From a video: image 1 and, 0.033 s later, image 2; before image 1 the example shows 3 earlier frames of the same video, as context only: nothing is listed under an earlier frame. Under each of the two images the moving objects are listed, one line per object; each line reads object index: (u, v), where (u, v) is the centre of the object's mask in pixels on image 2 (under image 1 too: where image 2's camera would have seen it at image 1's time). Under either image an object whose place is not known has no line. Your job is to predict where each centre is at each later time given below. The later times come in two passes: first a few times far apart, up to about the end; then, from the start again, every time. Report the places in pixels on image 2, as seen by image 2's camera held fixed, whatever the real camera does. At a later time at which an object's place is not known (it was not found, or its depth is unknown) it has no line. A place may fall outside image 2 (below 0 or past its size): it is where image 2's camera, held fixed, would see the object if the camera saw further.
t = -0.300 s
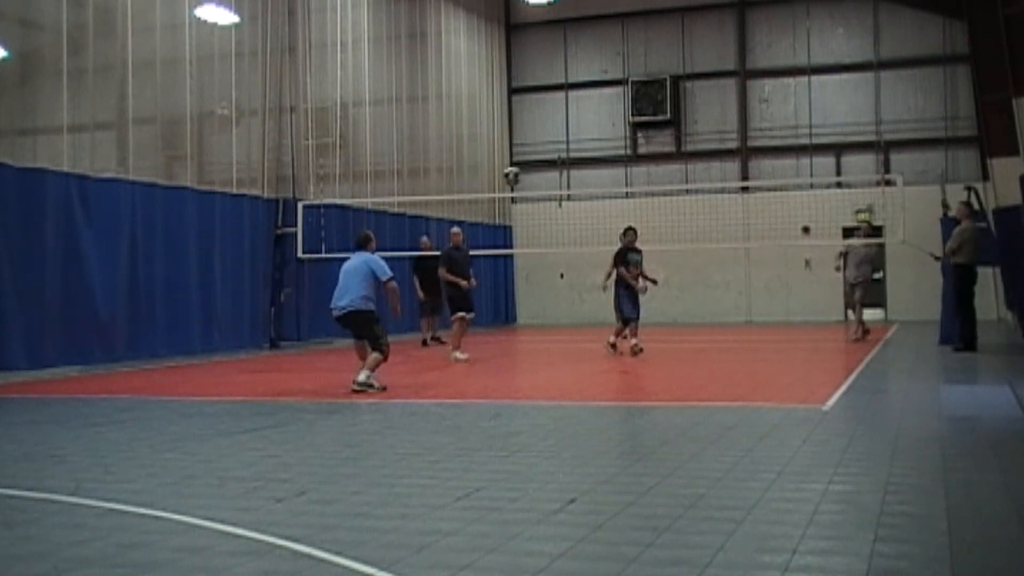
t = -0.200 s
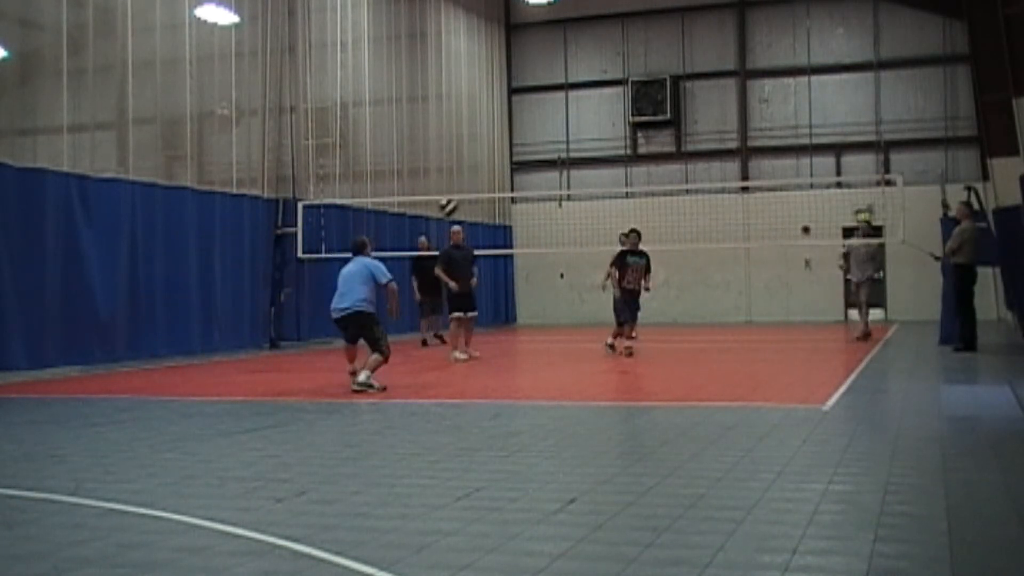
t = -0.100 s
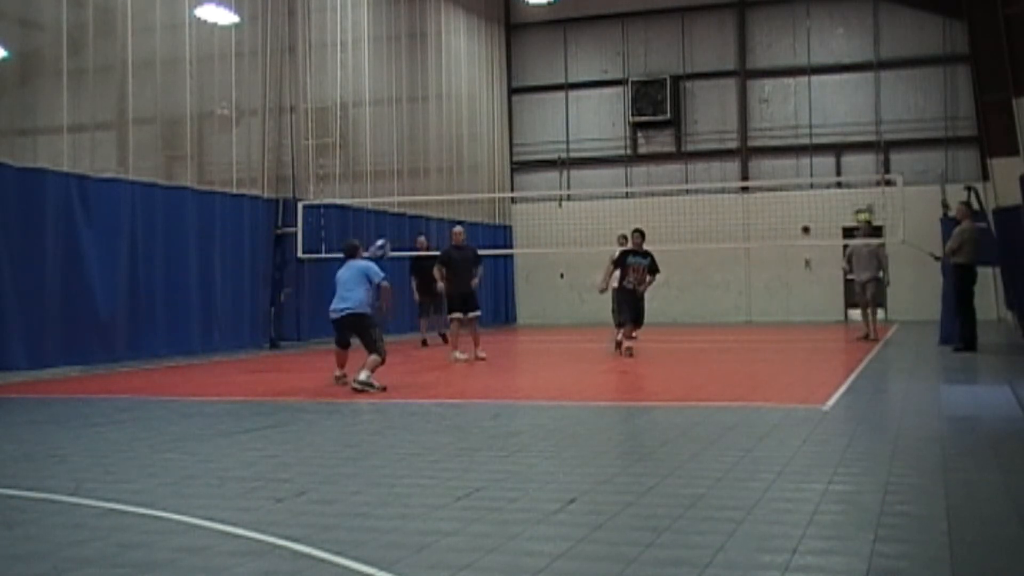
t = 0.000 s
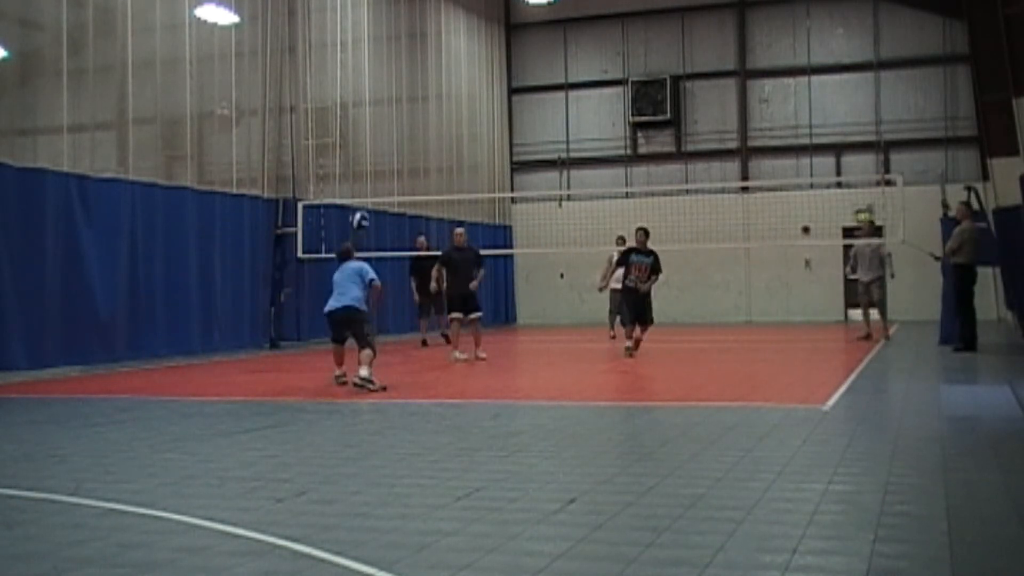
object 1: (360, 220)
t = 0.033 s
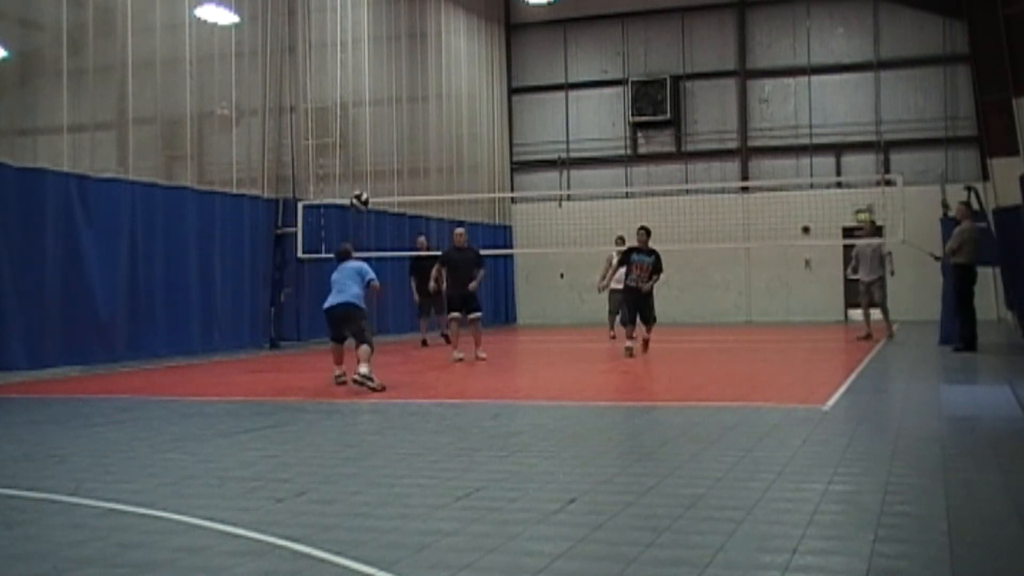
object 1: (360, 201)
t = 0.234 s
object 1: (362, 108)
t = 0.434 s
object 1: (364, 56)
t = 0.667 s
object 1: (368, 42)
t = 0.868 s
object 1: (372, 69)
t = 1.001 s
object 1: (374, 105)
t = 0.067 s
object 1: (360, 183)
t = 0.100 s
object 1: (360, 164)
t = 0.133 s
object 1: (361, 149)
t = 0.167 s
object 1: (361, 134)
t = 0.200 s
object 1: (361, 120)
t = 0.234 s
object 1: (362, 108)
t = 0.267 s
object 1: (362, 96)
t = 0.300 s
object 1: (362, 86)
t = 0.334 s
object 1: (363, 77)
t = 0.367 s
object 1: (363, 69)
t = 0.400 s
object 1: (363, 62)
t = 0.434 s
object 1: (364, 56)
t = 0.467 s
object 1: (365, 51)
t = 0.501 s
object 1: (365, 47)
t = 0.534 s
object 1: (365, 45)
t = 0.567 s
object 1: (367, 43)
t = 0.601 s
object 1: (366, 41)
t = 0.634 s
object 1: (367, 41)
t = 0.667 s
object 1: (368, 42)
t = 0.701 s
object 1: (369, 45)
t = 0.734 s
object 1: (369, 47)
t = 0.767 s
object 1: (370, 51)
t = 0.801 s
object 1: (370, 56)
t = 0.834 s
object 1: (371, 62)
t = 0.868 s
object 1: (372, 69)
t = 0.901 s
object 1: (372, 77)
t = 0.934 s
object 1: (373, 85)
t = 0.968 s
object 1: (373, 95)
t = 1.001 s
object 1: (374, 105)
